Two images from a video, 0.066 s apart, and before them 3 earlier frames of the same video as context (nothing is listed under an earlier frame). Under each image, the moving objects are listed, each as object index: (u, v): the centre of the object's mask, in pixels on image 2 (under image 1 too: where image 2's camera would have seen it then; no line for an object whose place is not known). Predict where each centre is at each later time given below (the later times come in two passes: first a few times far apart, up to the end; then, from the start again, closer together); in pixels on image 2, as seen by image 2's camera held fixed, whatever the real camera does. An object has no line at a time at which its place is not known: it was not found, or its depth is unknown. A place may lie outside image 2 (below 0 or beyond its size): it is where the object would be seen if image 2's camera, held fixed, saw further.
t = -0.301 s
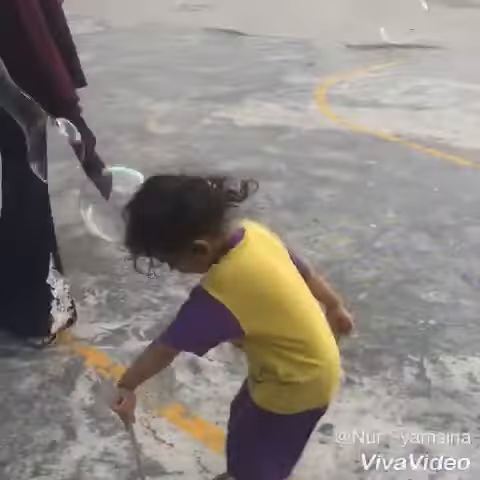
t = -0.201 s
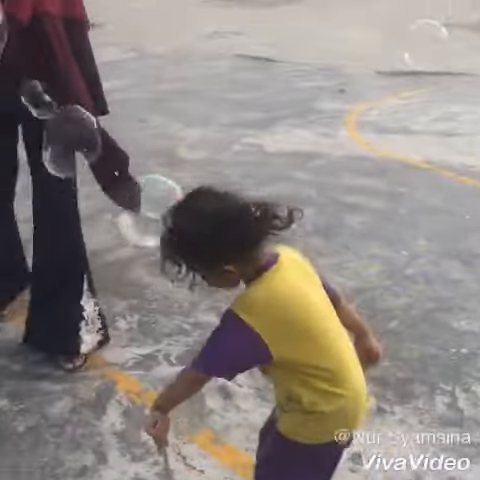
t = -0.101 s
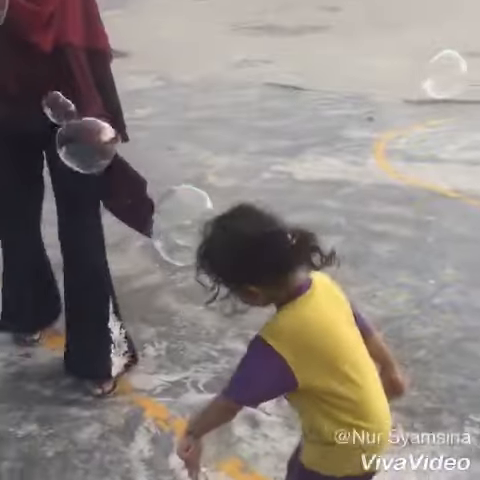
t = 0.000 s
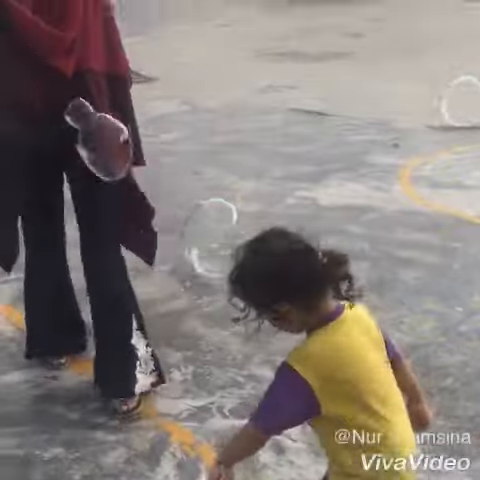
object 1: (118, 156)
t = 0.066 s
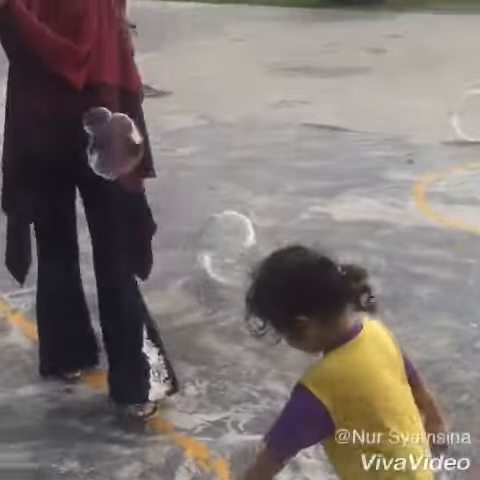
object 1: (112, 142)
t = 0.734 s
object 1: (66, 33)
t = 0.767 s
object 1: (66, 29)
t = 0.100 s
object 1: (110, 136)
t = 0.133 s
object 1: (107, 132)
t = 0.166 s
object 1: (102, 126)
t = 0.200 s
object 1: (99, 120)
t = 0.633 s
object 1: (66, 48)
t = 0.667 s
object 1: (66, 44)
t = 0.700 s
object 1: (65, 39)
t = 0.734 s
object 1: (66, 33)
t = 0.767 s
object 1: (66, 29)
